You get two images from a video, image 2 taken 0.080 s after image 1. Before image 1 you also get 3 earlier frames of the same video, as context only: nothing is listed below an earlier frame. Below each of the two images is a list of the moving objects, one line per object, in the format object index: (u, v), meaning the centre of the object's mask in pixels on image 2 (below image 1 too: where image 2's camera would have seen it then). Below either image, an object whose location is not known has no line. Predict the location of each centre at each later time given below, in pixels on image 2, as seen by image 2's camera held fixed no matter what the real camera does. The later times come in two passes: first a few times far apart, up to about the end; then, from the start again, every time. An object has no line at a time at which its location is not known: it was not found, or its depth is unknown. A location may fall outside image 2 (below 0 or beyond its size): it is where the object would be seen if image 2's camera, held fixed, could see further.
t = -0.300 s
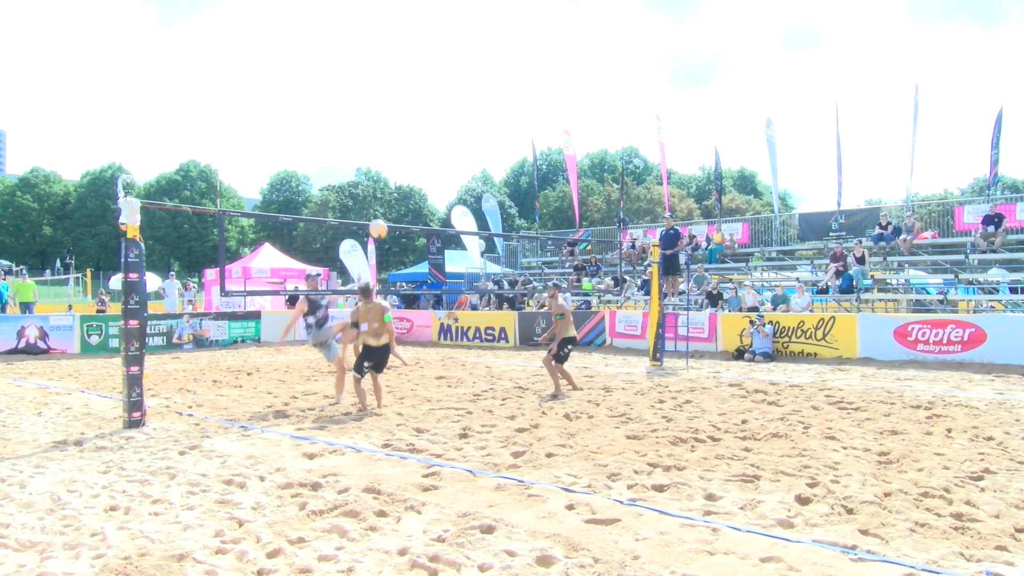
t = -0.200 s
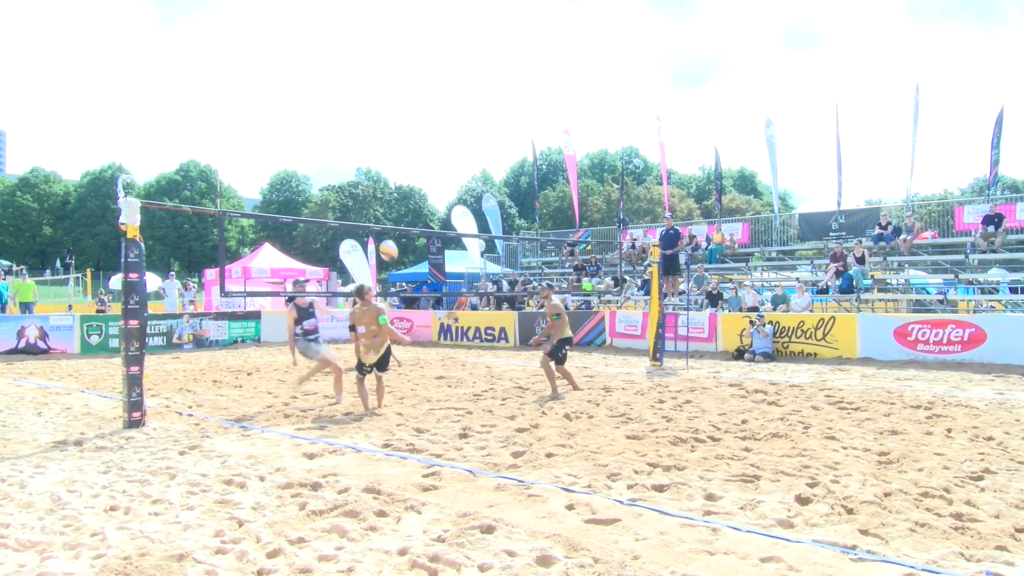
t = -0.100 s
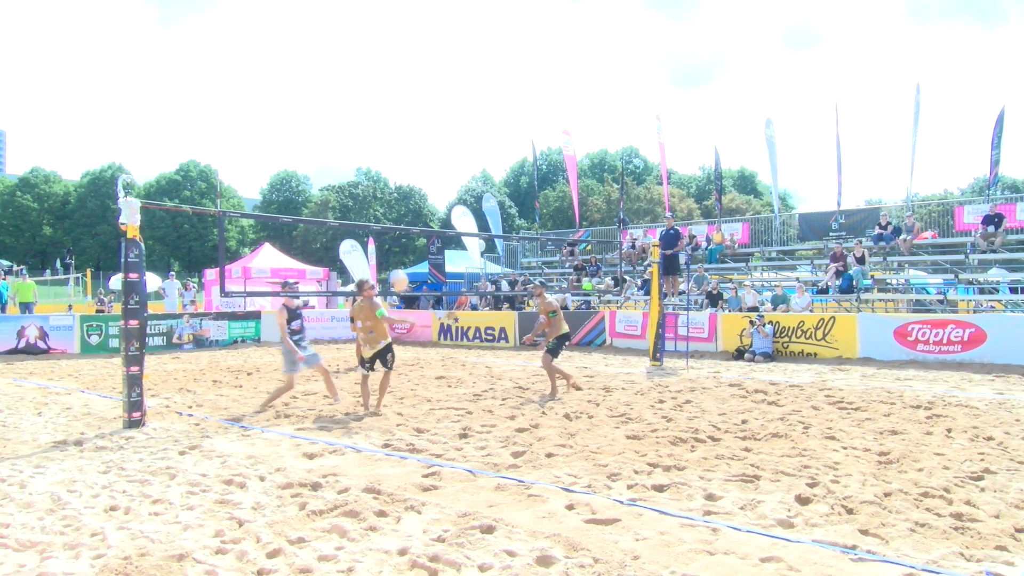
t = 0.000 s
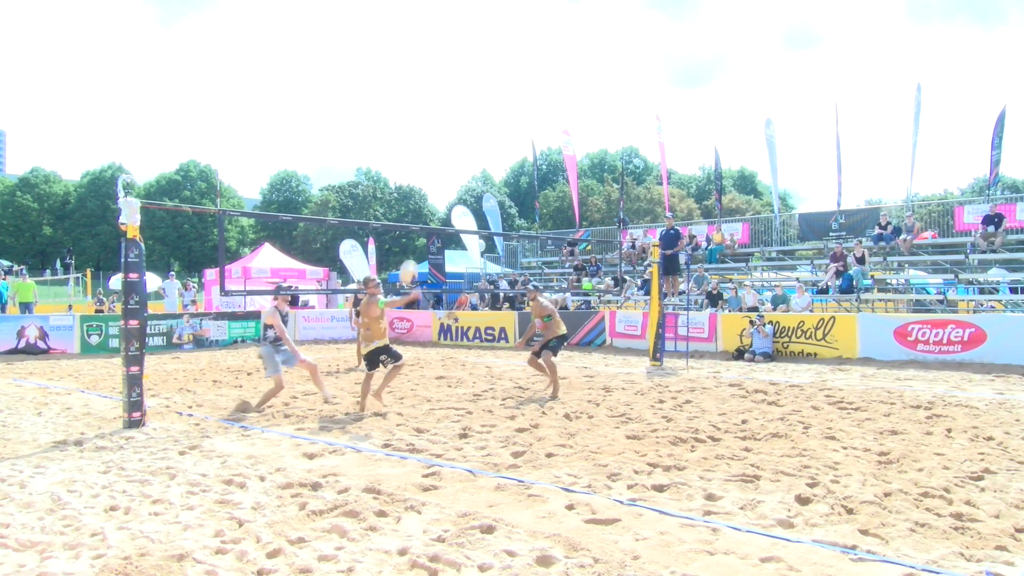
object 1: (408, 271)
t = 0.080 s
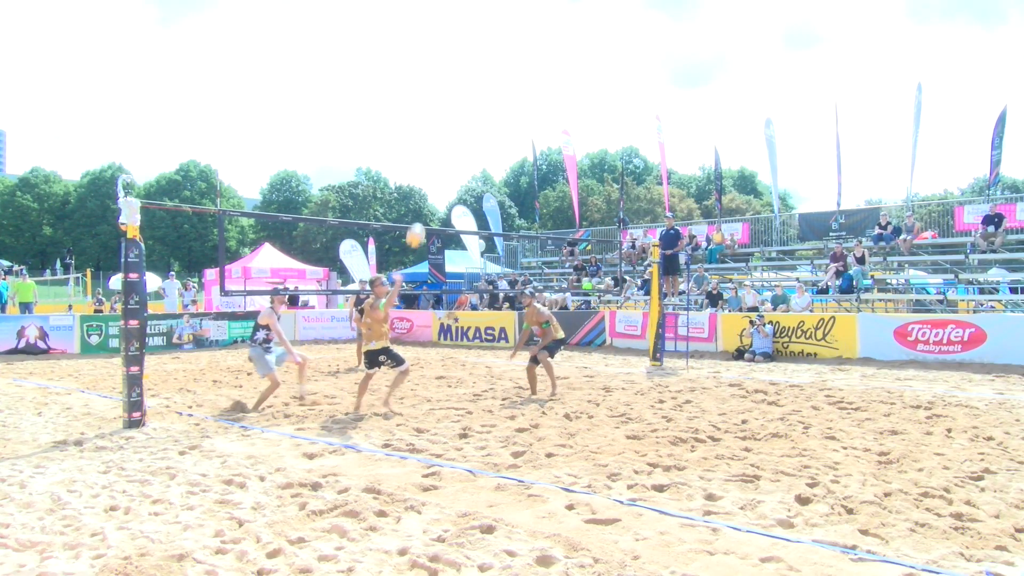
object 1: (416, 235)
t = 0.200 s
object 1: (425, 191)
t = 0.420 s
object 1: (445, 134)
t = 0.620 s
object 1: (462, 119)
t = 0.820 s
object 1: (479, 136)
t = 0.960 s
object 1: (491, 170)
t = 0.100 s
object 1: (417, 227)
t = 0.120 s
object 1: (419, 218)
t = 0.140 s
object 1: (420, 211)
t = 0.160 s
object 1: (422, 204)
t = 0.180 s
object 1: (423, 198)
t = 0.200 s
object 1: (425, 191)
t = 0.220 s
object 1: (427, 183)
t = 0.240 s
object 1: (429, 177)
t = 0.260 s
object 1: (431, 170)
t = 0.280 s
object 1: (433, 165)
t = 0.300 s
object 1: (434, 160)
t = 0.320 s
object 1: (436, 154)
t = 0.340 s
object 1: (438, 150)
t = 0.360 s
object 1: (439, 145)
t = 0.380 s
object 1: (441, 141)
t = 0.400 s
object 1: (443, 138)
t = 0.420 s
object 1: (445, 134)
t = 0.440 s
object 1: (446, 131)
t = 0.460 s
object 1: (448, 129)
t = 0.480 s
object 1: (450, 126)
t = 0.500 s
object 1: (451, 124)
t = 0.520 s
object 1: (453, 122)
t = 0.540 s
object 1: (455, 121)
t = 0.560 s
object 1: (456, 120)
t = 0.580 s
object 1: (458, 119)
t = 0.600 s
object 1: (460, 119)
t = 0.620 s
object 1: (462, 119)
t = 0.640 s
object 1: (463, 119)
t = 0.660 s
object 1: (465, 120)
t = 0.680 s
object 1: (467, 120)
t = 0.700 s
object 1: (468, 121)
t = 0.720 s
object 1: (470, 123)
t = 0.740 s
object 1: (472, 125)
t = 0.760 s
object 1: (474, 127)
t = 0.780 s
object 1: (476, 130)
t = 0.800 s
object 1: (477, 133)
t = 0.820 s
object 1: (479, 136)
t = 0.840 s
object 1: (481, 140)
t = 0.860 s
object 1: (482, 144)
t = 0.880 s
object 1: (484, 148)
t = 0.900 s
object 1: (486, 153)
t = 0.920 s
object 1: (488, 158)
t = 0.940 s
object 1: (489, 164)
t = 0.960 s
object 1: (491, 170)
